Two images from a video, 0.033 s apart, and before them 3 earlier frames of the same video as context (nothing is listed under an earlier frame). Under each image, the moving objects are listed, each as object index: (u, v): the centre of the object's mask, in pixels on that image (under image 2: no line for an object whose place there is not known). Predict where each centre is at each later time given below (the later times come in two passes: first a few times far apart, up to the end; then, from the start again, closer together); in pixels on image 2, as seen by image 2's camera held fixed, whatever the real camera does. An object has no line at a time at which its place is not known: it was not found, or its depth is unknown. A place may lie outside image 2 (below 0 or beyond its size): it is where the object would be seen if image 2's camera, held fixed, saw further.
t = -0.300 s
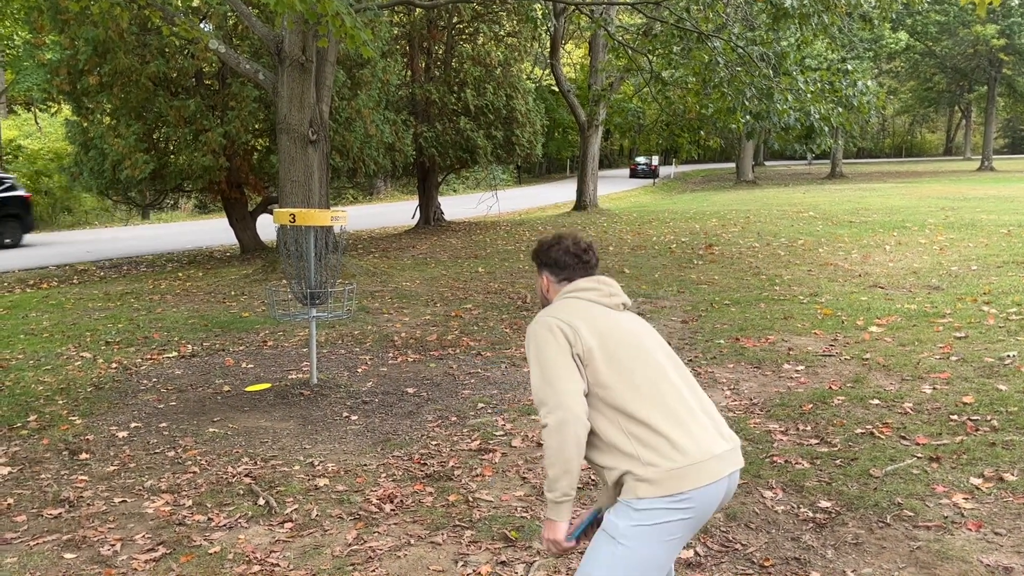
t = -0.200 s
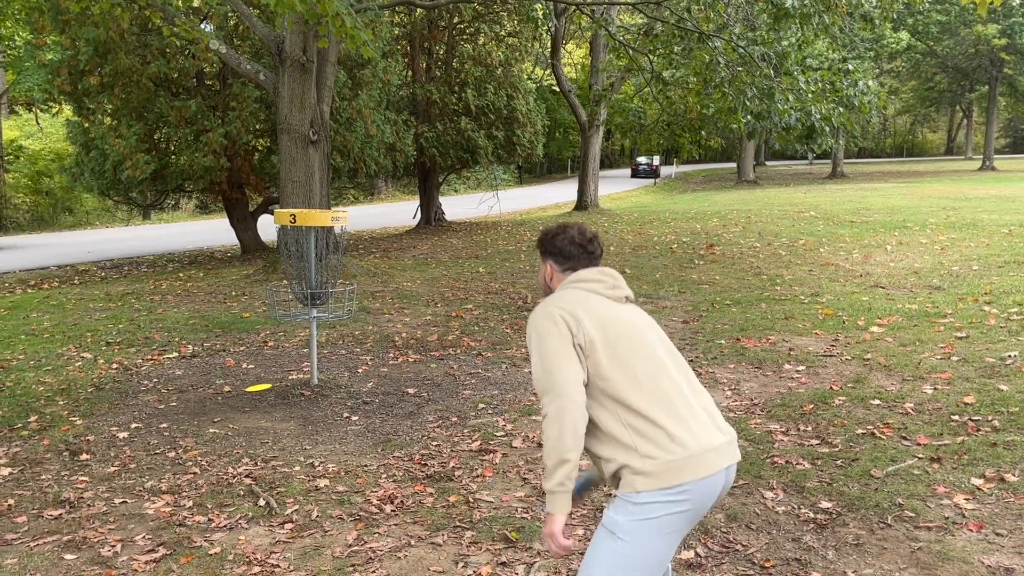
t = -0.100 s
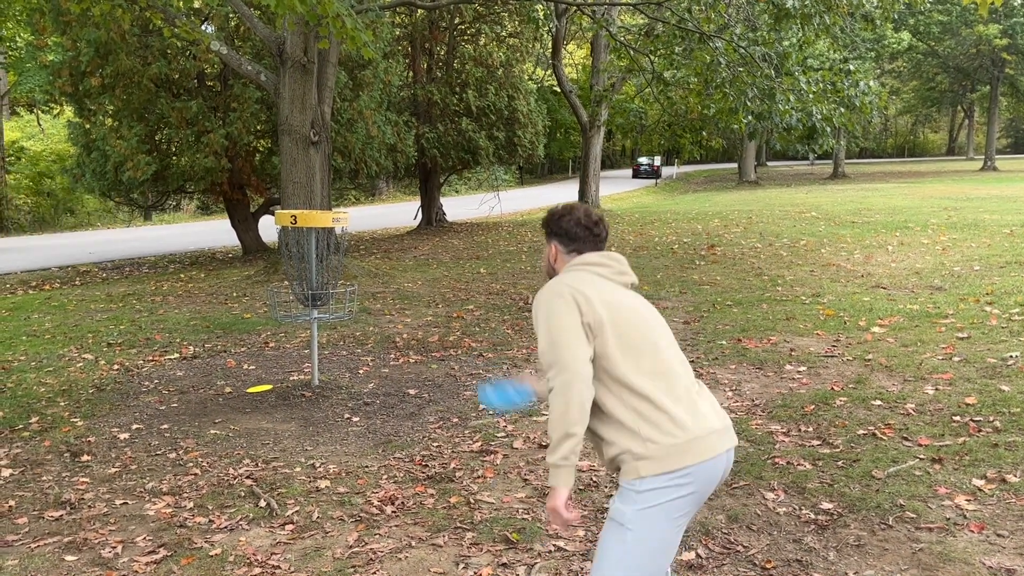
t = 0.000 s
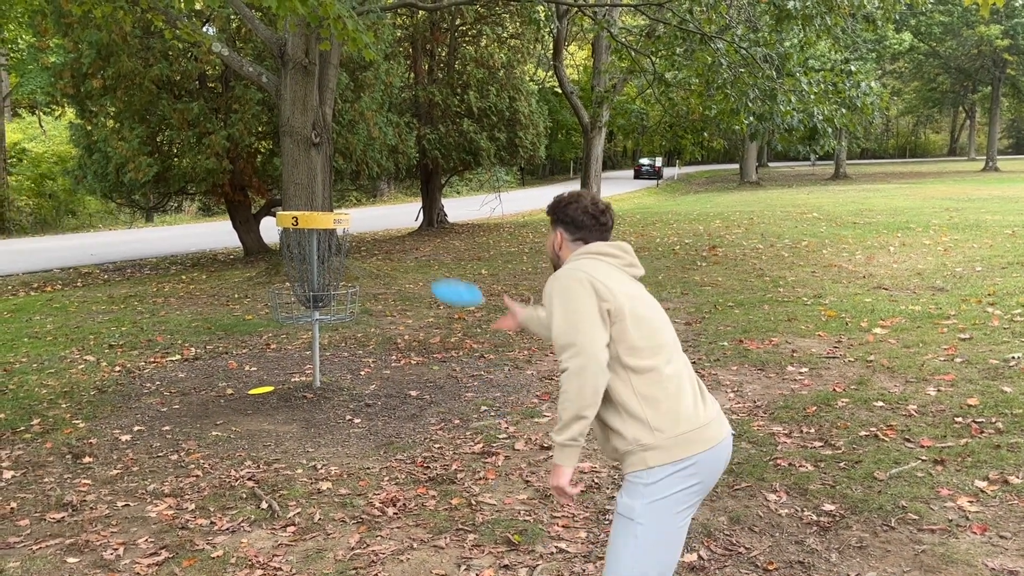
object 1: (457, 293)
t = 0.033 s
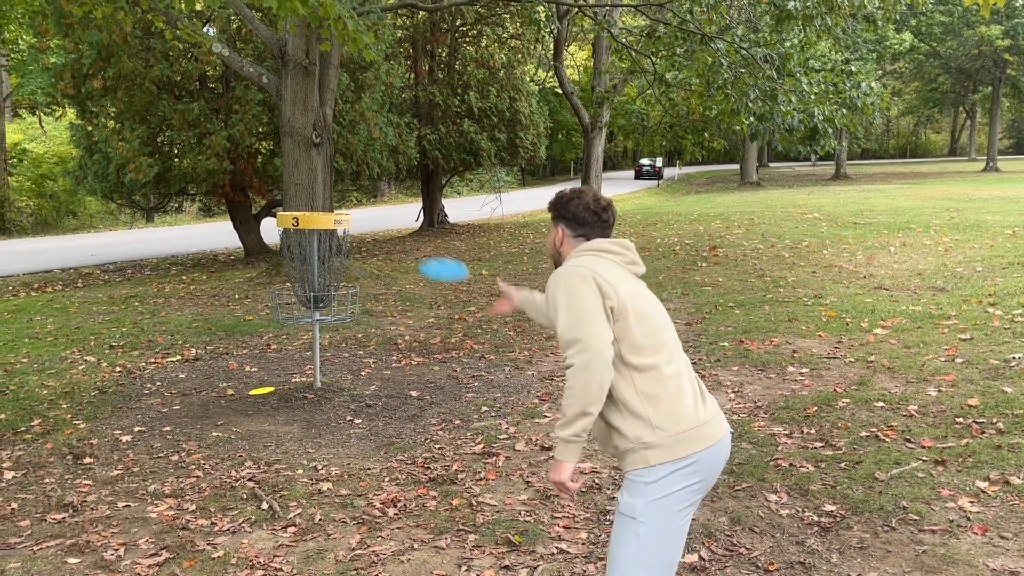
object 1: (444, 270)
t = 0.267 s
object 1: (374, 204)
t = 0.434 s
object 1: (342, 213)
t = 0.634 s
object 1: (315, 245)
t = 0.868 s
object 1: (295, 284)
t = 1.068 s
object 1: (301, 294)
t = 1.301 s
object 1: (301, 297)
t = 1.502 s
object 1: (303, 300)
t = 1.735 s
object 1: (299, 316)
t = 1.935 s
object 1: (298, 318)
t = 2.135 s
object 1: (299, 320)
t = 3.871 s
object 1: (299, 319)
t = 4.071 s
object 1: (299, 318)
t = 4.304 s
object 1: (301, 318)
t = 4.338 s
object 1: (301, 318)
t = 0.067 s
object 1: (432, 251)
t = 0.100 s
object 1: (421, 236)
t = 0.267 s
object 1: (374, 204)
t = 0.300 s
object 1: (367, 203)
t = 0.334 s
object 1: (361, 204)
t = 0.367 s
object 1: (354, 206)
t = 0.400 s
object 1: (348, 209)
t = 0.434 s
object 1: (342, 213)
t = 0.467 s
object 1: (337, 218)
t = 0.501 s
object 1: (333, 222)
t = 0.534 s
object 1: (328, 228)
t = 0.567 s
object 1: (323, 234)
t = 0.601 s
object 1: (319, 239)
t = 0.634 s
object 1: (315, 245)
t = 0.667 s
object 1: (311, 251)
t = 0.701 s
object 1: (307, 256)
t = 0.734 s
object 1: (304, 264)
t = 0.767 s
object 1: (300, 269)
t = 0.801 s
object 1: (296, 276)
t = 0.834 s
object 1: (294, 280)
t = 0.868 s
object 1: (295, 284)
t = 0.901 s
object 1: (295, 284)
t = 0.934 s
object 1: (297, 286)
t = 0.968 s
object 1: (299, 290)
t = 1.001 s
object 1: (299, 291)
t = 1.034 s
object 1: (300, 293)
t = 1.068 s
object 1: (301, 294)
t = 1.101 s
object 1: (302, 295)
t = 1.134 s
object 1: (301, 295)
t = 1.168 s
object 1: (301, 295)
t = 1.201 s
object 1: (301, 295)
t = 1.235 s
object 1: (301, 296)
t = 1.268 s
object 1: (302, 297)
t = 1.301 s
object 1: (301, 297)
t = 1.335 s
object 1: (301, 297)
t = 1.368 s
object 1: (301, 297)
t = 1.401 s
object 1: (302, 299)
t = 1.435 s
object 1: (302, 299)
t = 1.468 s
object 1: (303, 300)
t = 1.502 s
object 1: (303, 300)
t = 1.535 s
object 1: (305, 304)
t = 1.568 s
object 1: (305, 308)
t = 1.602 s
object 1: (303, 309)
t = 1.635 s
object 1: (303, 310)
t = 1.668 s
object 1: (302, 312)
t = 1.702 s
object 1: (301, 315)
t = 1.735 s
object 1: (299, 316)
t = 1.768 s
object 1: (298, 318)
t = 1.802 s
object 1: (298, 317)
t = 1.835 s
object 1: (299, 318)
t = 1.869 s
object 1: (298, 318)
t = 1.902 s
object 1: (298, 319)
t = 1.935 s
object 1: (298, 318)
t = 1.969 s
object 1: (298, 319)
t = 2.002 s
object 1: (298, 319)
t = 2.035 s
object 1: (298, 319)
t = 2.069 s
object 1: (298, 319)
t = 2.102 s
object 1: (298, 320)
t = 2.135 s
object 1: (299, 320)
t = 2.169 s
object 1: (298, 320)
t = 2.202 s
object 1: (298, 319)
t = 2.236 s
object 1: (299, 320)
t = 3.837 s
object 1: (298, 319)
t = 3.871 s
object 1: (299, 319)
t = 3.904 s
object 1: (298, 319)
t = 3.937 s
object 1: (298, 319)
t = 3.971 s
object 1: (299, 319)
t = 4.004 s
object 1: (298, 319)
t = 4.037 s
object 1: (298, 319)
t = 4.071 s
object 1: (299, 318)
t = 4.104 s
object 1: (300, 318)
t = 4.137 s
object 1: (300, 318)
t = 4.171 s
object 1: (300, 318)
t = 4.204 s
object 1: (300, 318)
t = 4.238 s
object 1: (300, 318)
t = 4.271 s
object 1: (300, 318)
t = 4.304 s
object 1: (301, 318)
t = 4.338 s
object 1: (301, 318)
